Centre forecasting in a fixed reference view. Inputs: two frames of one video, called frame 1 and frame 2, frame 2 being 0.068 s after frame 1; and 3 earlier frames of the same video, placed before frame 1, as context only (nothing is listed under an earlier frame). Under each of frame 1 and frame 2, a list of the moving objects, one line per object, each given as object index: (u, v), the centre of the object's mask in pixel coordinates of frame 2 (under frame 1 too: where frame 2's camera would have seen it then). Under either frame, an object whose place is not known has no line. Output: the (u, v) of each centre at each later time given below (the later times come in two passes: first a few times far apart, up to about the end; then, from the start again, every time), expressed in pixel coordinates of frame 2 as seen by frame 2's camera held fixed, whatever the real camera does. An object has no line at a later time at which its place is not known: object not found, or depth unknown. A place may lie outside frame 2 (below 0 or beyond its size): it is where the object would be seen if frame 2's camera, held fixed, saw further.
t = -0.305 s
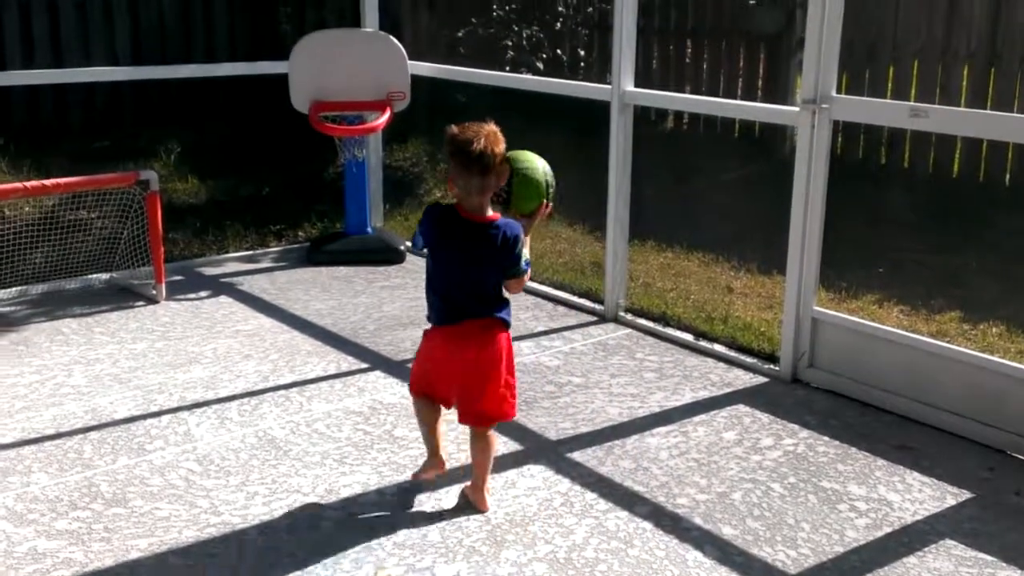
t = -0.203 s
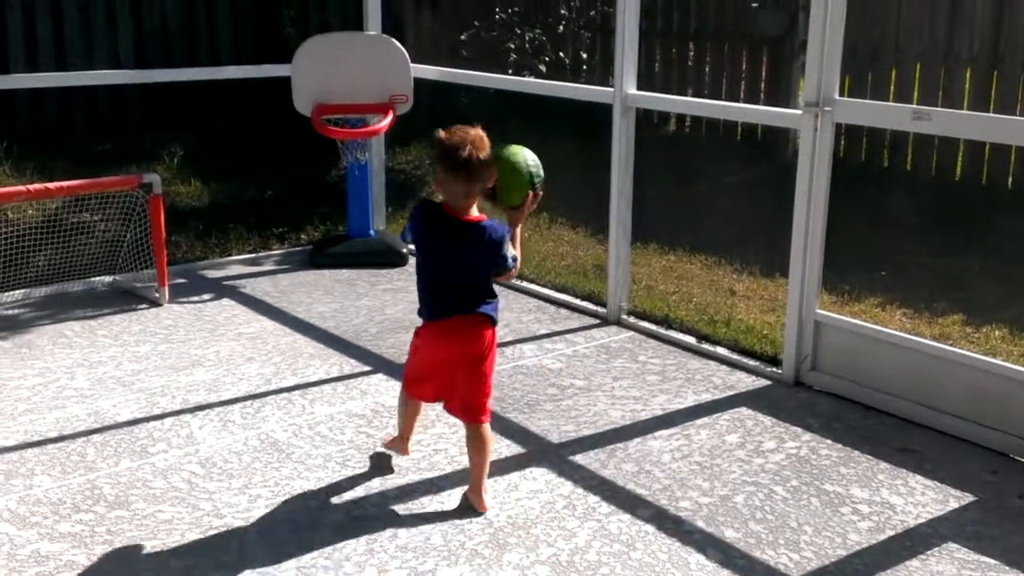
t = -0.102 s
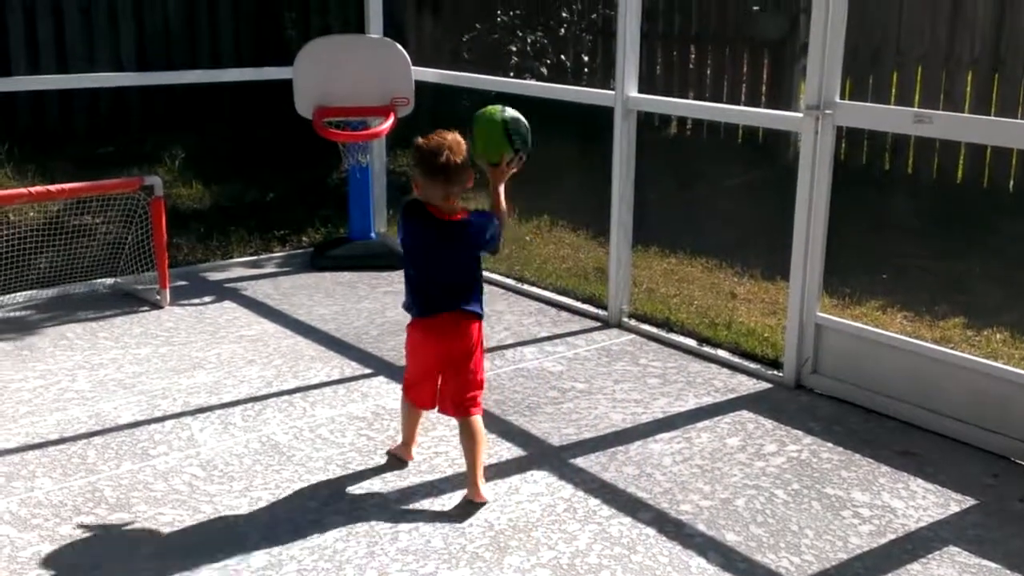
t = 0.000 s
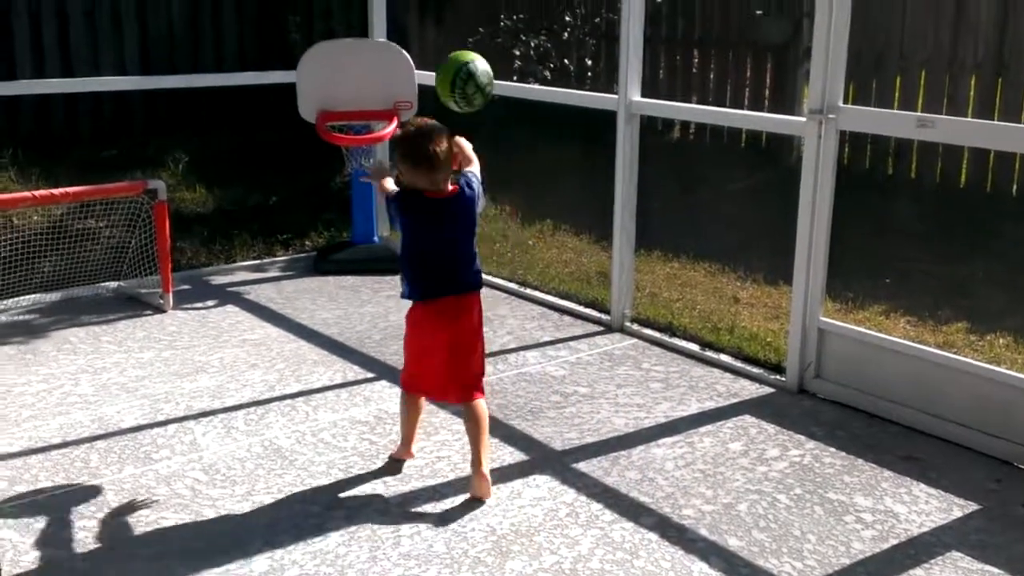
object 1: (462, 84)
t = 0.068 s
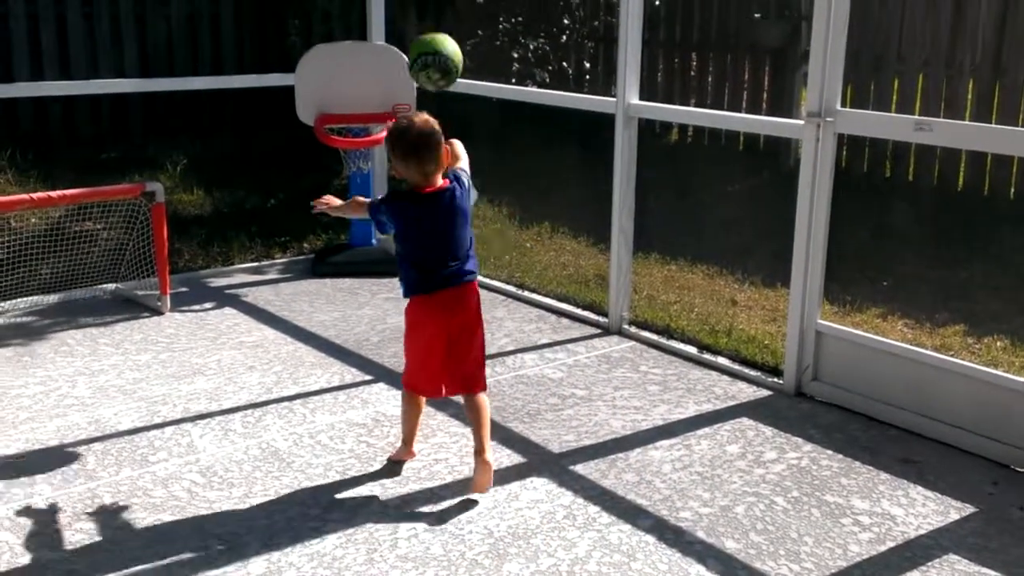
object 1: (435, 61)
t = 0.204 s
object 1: (390, 63)
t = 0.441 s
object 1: (339, 158)
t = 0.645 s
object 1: (285, 260)
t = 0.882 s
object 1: (241, 191)
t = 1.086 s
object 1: (204, 195)
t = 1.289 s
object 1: (190, 282)
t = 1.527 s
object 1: (187, 222)
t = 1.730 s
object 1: (188, 274)
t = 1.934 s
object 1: (194, 229)
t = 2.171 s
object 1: (203, 271)
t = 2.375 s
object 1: (218, 235)
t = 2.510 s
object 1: (227, 249)
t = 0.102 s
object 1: (423, 57)
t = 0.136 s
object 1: (411, 55)
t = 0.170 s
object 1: (399, 57)
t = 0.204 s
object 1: (390, 63)
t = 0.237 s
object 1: (380, 70)
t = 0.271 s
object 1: (372, 80)
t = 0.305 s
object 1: (364, 92)
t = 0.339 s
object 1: (358, 107)
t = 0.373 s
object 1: (351, 123)
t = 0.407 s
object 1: (344, 143)
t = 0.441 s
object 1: (339, 158)
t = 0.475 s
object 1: (330, 168)
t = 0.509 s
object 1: (320, 181)
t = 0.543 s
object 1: (311, 196)
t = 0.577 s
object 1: (302, 215)
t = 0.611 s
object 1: (293, 233)
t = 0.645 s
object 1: (285, 260)
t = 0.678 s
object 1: (276, 274)
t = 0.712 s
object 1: (270, 254)
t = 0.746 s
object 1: (264, 239)
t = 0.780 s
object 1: (258, 223)
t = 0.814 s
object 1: (252, 210)
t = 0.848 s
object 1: (245, 199)
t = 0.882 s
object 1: (241, 191)
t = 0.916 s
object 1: (234, 185)
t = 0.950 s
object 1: (227, 181)
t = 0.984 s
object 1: (225, 180)
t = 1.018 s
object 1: (219, 181)
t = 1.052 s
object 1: (213, 185)
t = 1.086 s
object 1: (204, 195)
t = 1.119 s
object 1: (198, 205)
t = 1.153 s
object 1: (193, 218)
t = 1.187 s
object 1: (190, 235)
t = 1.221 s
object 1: (189, 248)
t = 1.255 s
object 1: (189, 263)
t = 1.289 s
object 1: (190, 282)
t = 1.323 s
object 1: (190, 281)
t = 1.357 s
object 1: (189, 264)
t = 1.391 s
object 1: (190, 251)
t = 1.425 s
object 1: (189, 242)
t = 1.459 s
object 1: (187, 231)
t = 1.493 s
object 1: (186, 223)
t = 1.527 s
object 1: (187, 222)
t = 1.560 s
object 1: (186, 224)
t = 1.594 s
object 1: (186, 228)
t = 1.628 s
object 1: (187, 236)
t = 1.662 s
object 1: (189, 247)
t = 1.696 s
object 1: (189, 257)
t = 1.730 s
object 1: (188, 274)
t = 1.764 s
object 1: (187, 272)
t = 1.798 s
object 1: (191, 260)
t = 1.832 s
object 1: (193, 251)
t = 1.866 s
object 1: (193, 240)
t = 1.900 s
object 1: (193, 233)
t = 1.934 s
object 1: (194, 229)
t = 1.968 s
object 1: (196, 225)
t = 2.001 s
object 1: (197, 226)
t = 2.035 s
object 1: (199, 230)
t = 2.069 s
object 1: (202, 235)
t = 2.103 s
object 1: (204, 244)
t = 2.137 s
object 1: (206, 254)
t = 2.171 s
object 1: (203, 271)
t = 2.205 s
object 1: (205, 266)
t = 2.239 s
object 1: (210, 255)
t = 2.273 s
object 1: (213, 246)
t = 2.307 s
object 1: (217, 242)
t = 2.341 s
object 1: (219, 236)
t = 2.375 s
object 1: (218, 235)
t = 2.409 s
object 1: (219, 234)
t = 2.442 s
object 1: (221, 236)
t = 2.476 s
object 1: (225, 244)
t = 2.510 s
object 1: (227, 249)
